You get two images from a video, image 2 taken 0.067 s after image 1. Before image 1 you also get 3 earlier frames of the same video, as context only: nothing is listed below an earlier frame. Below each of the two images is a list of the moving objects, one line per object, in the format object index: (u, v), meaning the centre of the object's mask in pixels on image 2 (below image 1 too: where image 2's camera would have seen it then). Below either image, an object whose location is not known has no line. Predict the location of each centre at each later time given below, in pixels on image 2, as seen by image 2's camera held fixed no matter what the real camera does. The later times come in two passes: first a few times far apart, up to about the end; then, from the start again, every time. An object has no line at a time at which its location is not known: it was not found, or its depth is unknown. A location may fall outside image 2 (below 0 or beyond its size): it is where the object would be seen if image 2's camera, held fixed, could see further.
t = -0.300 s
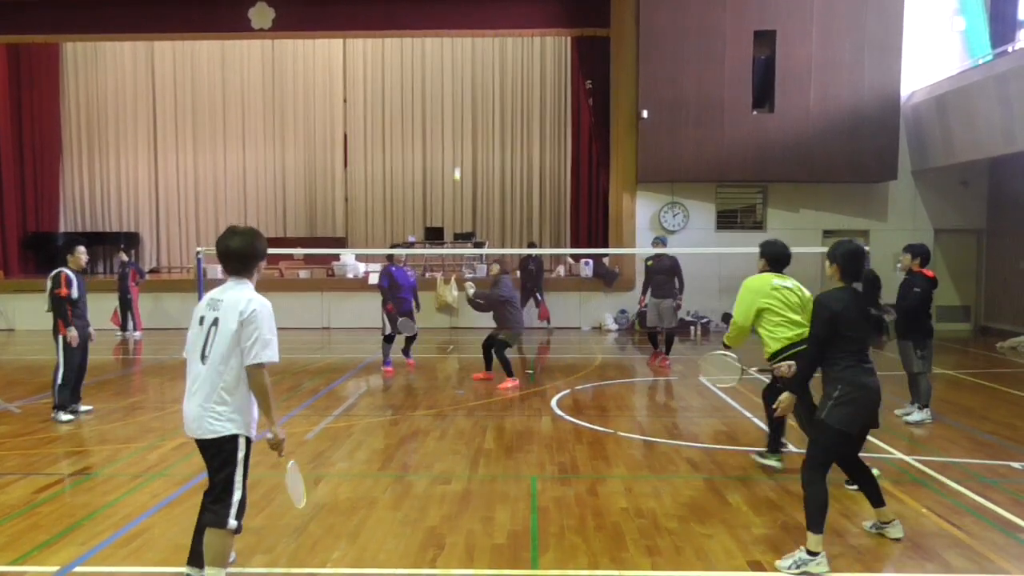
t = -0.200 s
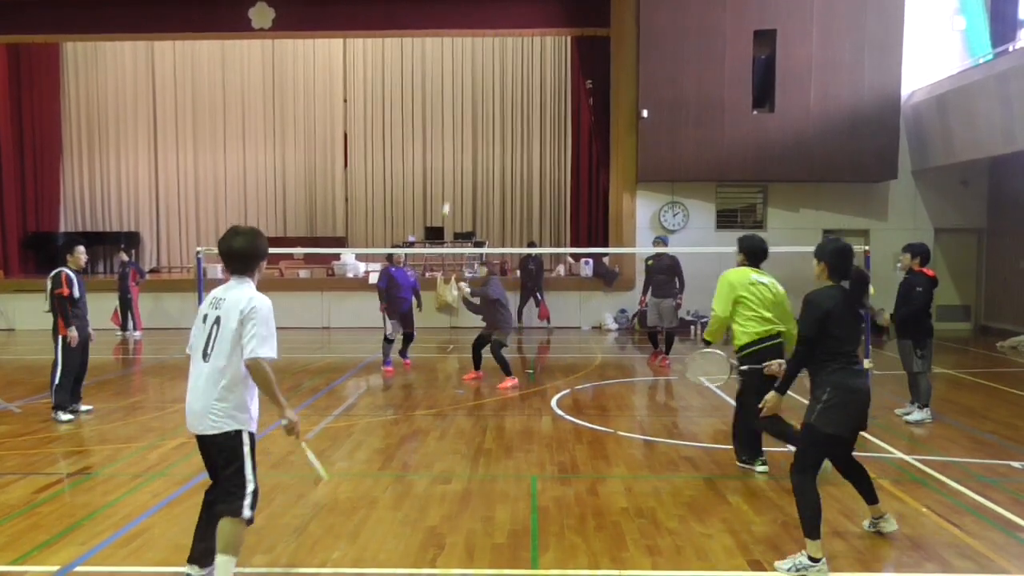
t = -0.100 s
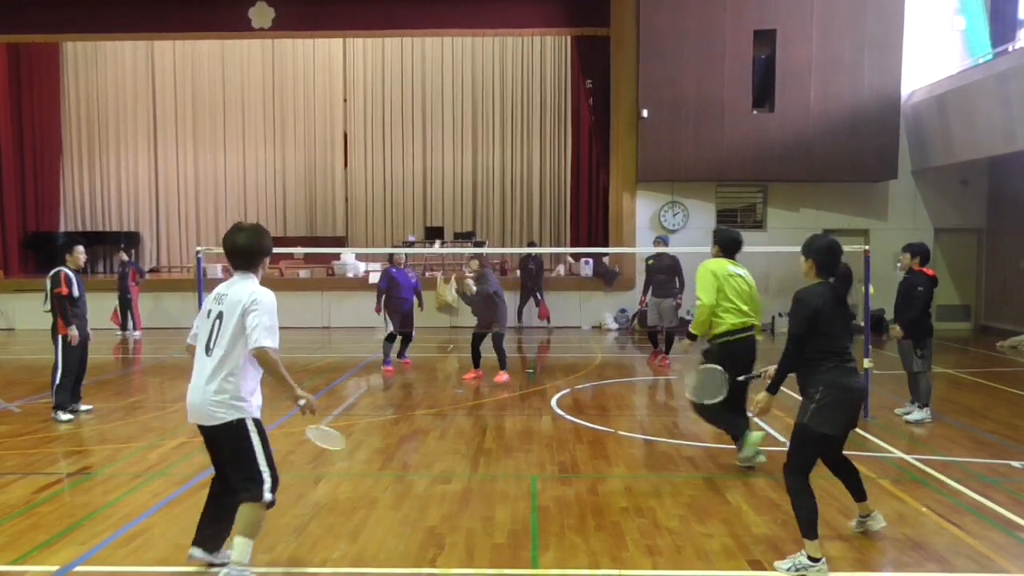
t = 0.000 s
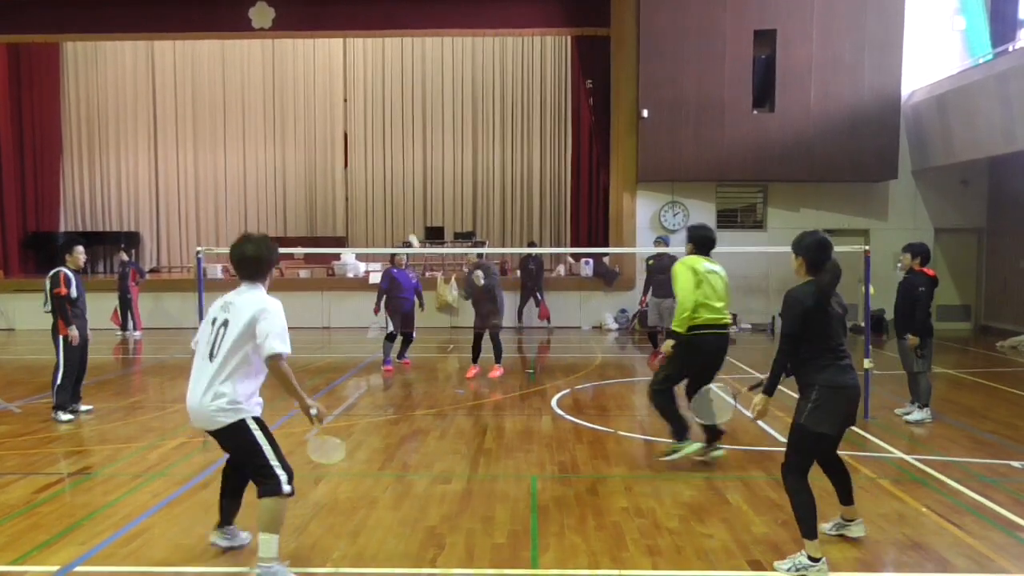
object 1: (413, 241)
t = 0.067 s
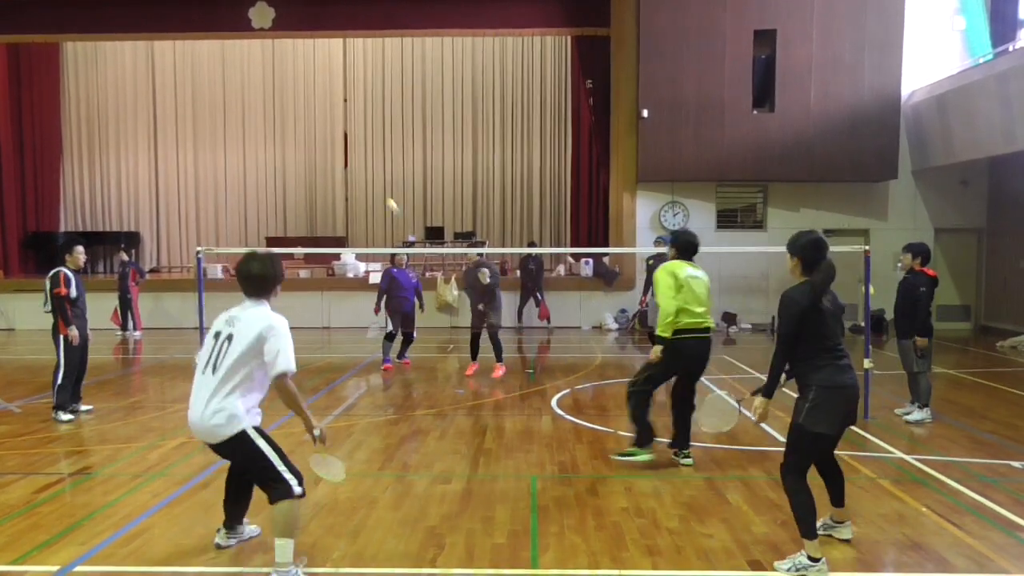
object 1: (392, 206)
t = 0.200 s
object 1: (351, 151)
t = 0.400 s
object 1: (289, 111)
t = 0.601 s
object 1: (216, 127)
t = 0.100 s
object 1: (379, 187)
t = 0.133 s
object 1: (370, 174)
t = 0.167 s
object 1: (359, 161)
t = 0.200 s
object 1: (351, 151)
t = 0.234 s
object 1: (342, 143)
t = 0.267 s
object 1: (332, 134)
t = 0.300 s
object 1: (322, 126)
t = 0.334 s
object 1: (311, 120)
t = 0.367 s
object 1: (300, 114)
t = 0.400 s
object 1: (289, 111)
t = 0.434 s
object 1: (276, 109)
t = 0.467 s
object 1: (262, 107)
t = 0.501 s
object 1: (250, 109)
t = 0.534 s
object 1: (238, 113)
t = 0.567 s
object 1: (230, 122)
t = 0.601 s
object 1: (216, 127)
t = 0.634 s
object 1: (205, 139)
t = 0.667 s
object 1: (194, 153)
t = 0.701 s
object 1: (182, 171)
